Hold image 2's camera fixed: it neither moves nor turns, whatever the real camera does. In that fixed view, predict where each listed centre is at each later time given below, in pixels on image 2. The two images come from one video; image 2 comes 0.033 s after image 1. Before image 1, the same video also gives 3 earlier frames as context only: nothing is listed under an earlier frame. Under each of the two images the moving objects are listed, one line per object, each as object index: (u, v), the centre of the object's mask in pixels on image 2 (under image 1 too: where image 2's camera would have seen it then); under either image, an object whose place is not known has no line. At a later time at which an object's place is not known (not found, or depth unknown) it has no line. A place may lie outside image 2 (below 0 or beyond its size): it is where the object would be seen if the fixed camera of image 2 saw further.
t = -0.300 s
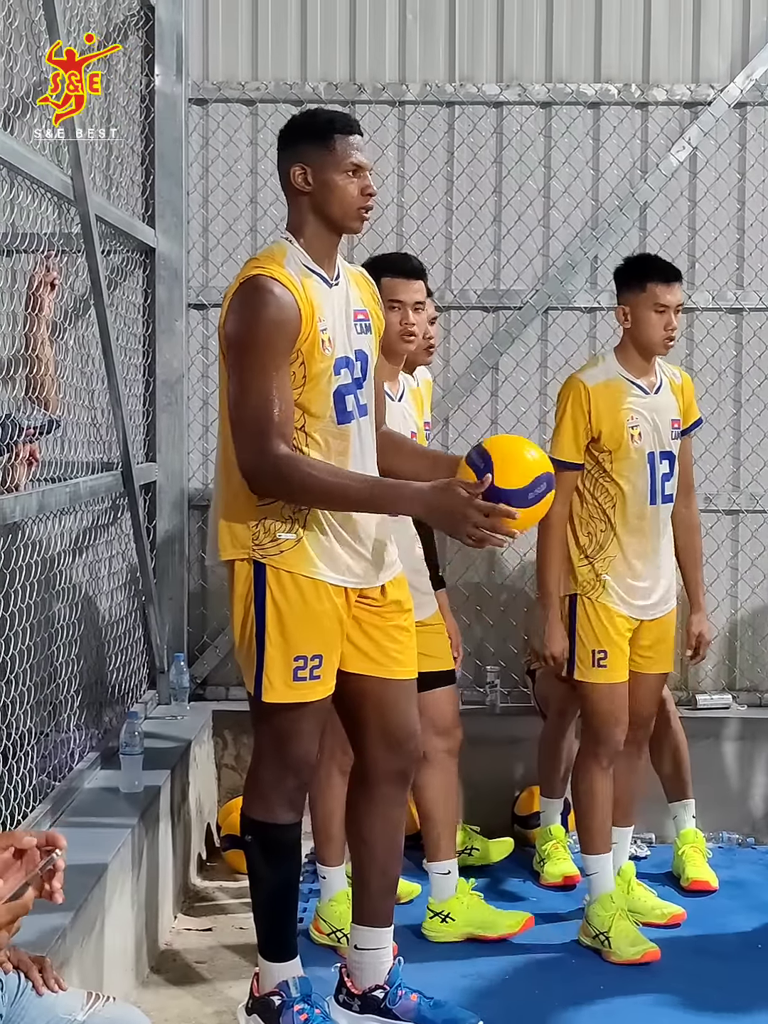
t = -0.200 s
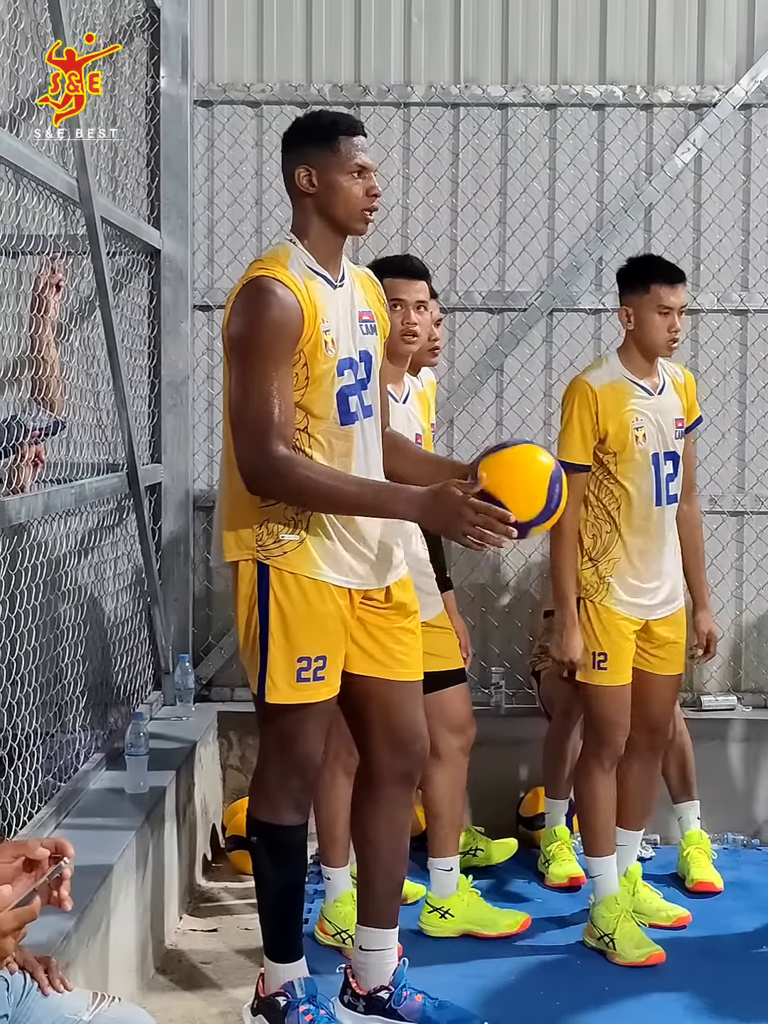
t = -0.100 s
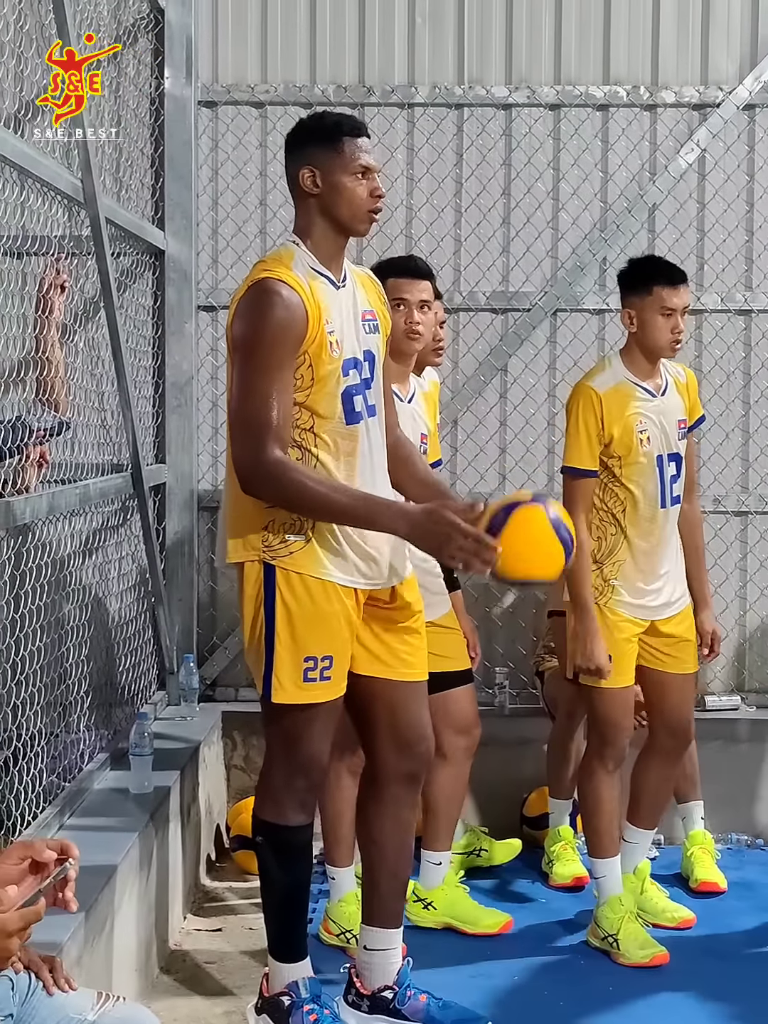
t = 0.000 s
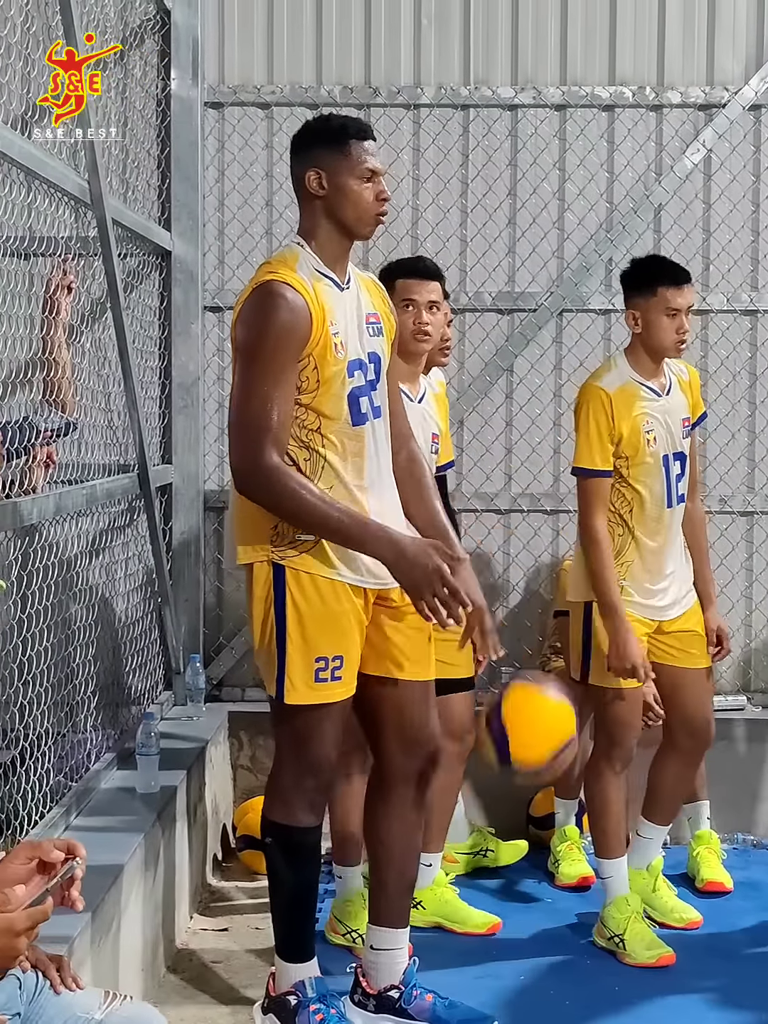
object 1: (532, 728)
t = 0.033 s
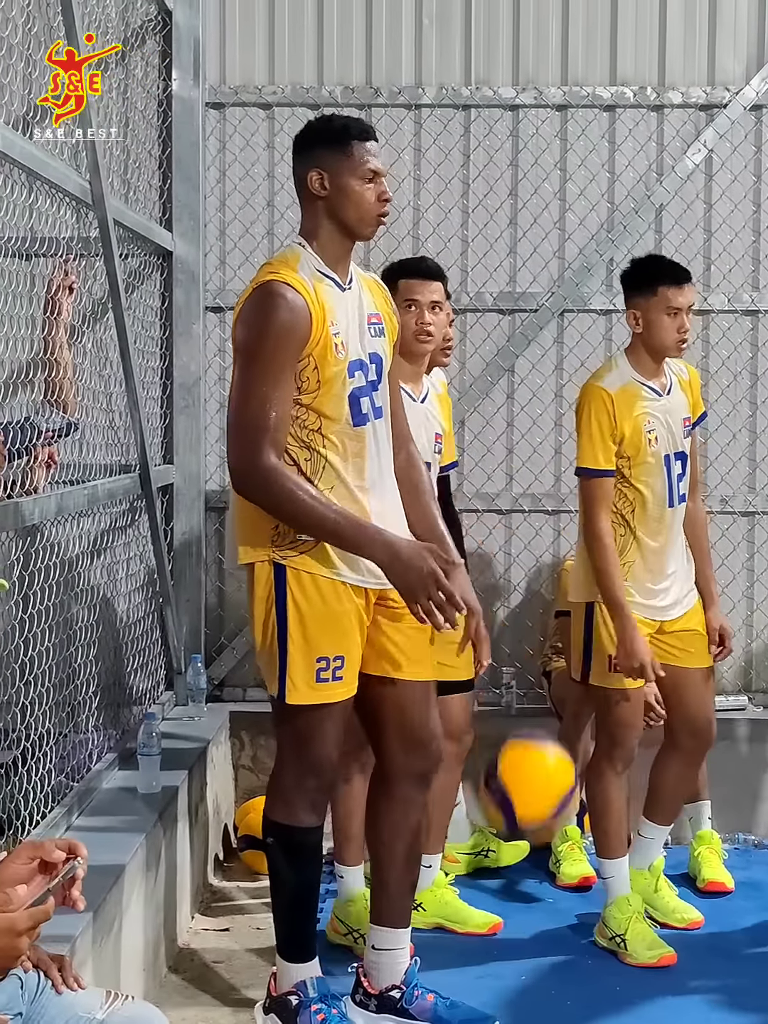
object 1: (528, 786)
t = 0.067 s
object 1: (528, 850)
